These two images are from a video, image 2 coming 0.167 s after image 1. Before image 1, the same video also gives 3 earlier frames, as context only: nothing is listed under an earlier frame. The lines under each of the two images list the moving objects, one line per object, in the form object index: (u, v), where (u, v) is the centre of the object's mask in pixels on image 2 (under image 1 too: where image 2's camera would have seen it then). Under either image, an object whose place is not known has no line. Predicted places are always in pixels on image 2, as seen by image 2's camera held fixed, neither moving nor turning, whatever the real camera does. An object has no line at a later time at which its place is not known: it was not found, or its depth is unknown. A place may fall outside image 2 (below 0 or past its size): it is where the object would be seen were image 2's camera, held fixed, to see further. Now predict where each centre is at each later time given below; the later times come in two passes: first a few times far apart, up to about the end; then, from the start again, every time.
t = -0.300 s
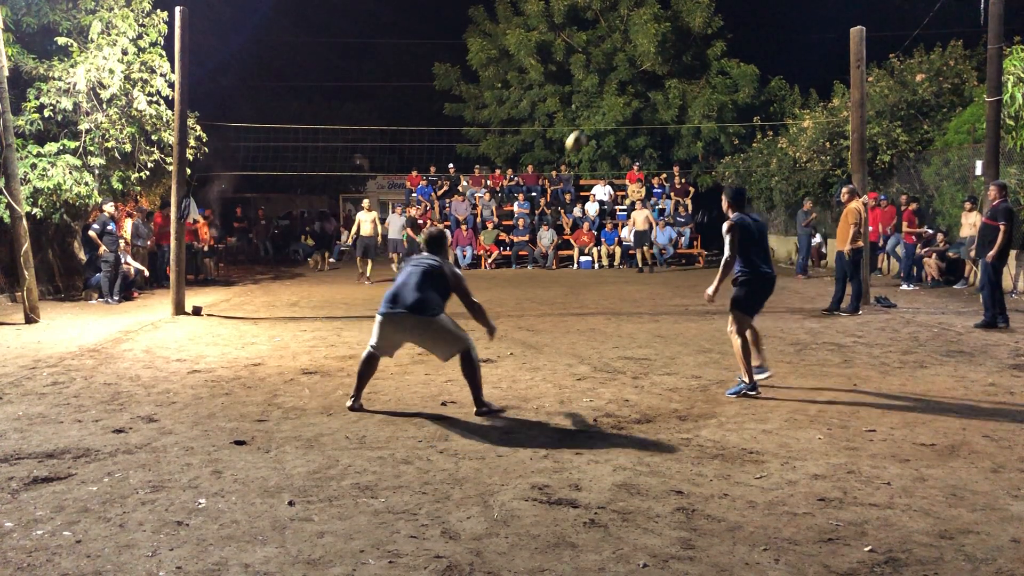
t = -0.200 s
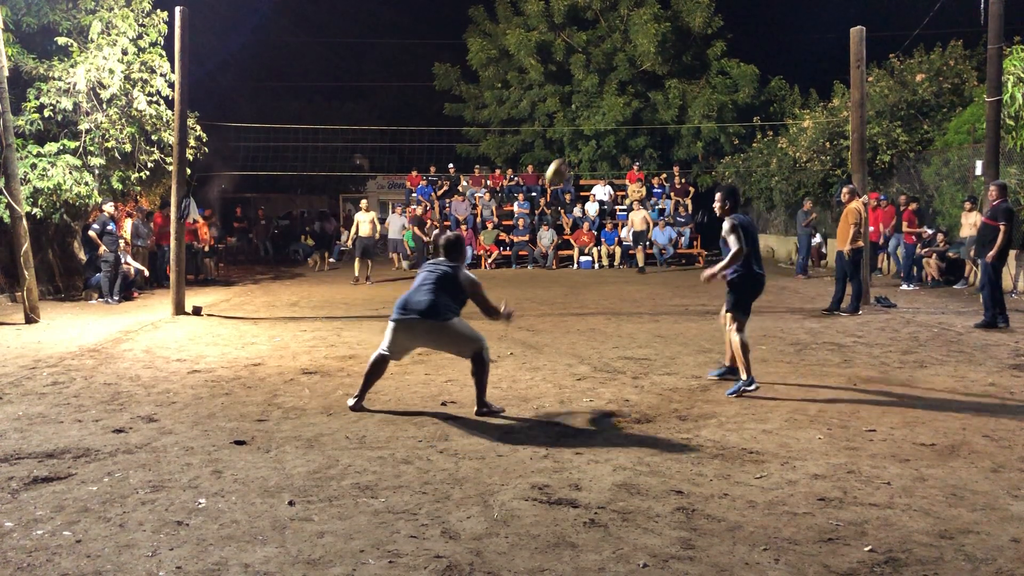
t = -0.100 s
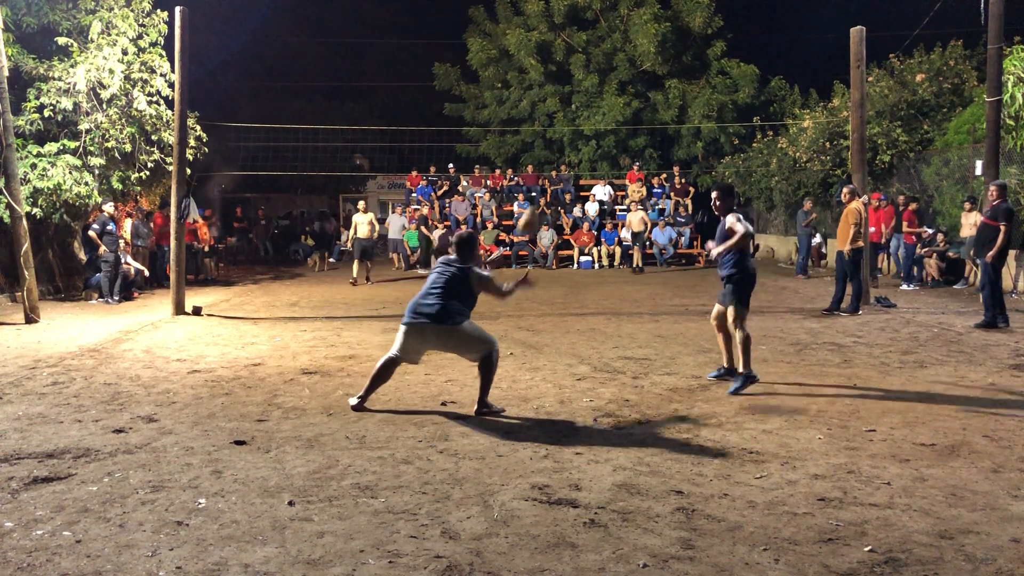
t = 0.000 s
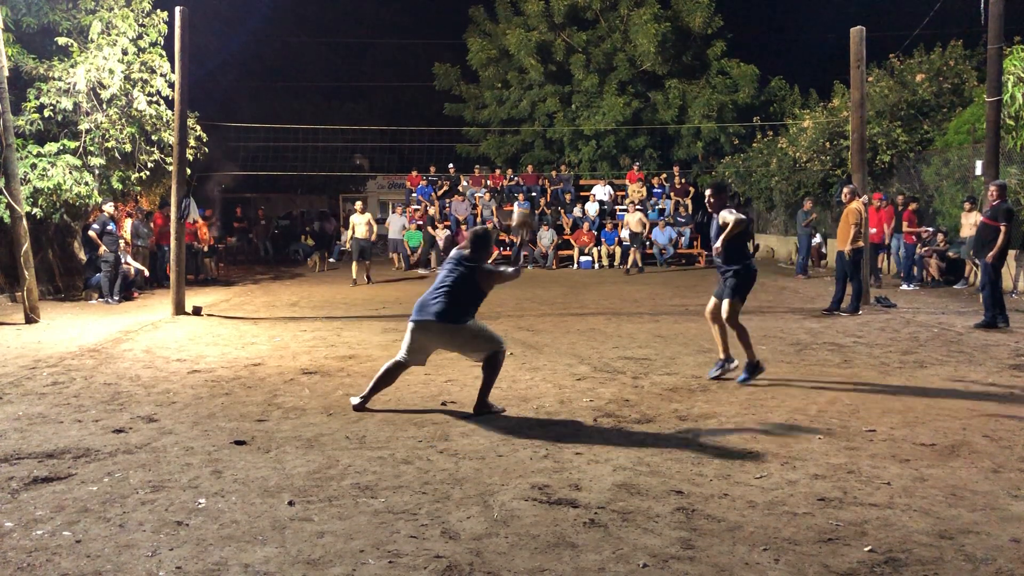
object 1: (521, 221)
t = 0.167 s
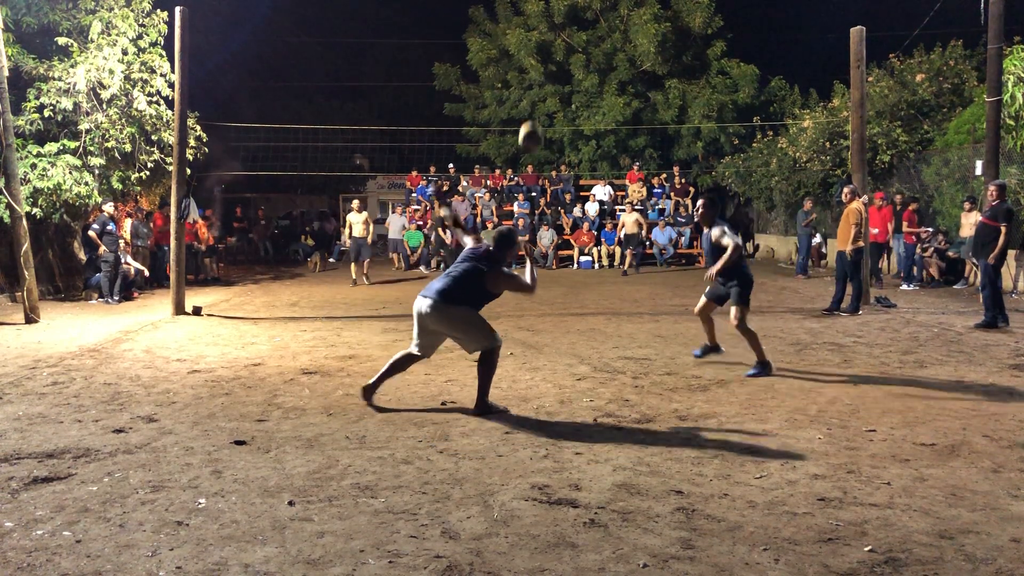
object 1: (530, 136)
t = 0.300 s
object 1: (536, 92)
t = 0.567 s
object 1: (548, 71)
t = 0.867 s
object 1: (560, 140)
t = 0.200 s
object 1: (532, 123)
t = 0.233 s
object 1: (533, 111)
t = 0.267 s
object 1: (534, 100)
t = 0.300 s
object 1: (536, 92)
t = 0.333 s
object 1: (538, 86)
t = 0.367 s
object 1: (539, 80)
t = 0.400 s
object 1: (541, 75)
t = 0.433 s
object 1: (542, 72)
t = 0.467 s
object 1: (544, 70)
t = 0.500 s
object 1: (545, 69)
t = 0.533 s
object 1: (547, 70)
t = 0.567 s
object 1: (548, 71)
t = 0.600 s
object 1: (550, 74)
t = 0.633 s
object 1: (551, 79)
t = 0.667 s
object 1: (552, 84)
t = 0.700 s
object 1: (554, 91)
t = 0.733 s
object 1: (555, 98)
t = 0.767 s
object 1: (556, 107)
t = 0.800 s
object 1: (557, 116)
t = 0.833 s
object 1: (559, 128)
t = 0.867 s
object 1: (560, 140)
